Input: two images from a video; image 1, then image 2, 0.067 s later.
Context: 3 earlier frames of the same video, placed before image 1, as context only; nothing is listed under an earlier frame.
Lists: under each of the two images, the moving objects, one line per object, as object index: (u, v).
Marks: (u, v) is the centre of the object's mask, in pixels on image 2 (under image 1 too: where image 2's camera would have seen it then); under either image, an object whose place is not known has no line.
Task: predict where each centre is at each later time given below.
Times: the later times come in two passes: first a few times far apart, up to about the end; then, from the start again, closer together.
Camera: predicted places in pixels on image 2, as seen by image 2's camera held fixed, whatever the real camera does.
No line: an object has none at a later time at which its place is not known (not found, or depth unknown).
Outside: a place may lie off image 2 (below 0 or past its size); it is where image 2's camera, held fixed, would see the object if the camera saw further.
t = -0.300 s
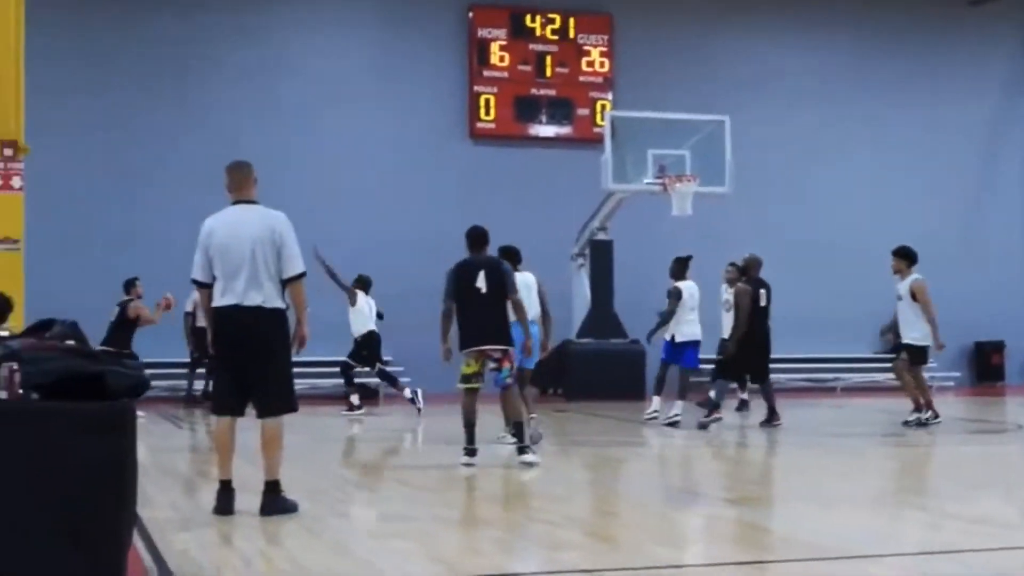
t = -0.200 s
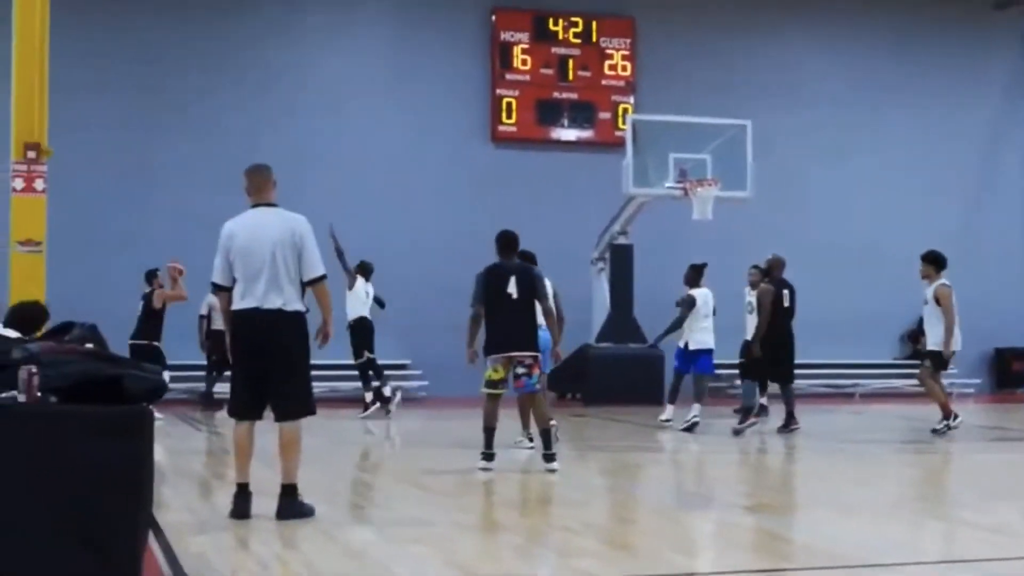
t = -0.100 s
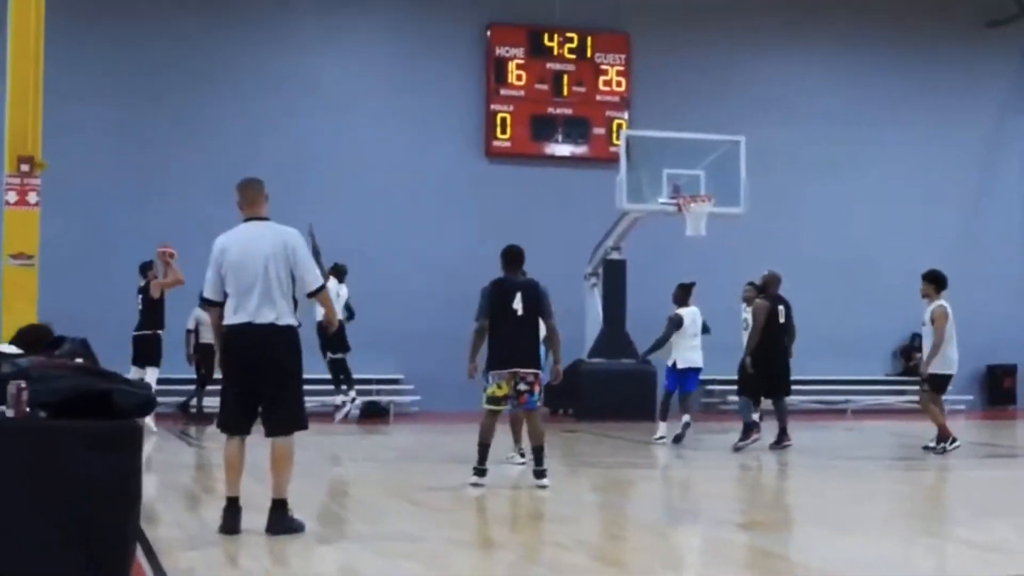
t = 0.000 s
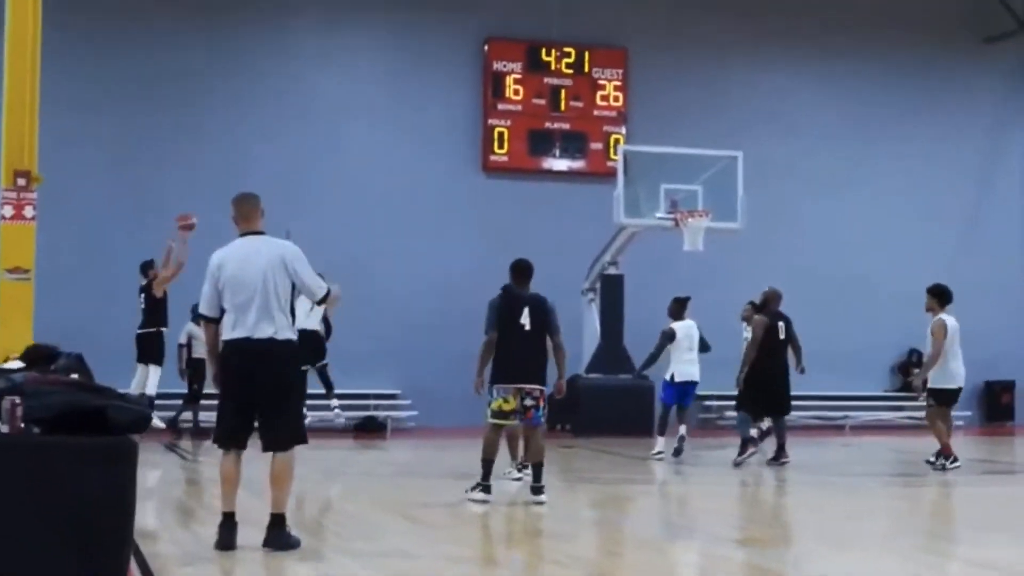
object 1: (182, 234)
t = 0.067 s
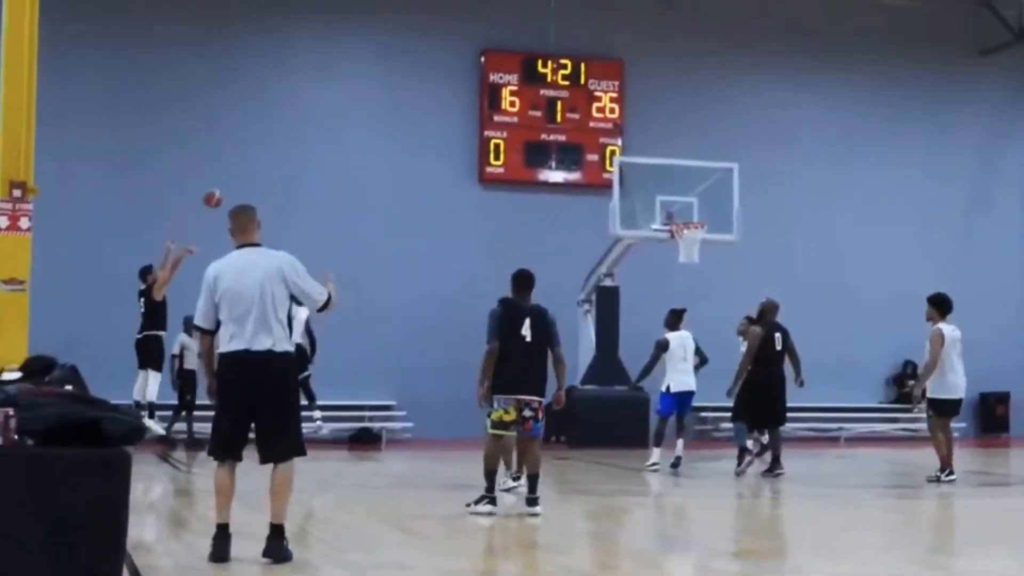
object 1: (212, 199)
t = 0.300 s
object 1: (314, 111)
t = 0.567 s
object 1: (422, 63)
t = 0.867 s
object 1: (534, 75)
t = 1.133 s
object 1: (630, 140)
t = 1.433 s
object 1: (685, 233)
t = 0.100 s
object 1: (227, 183)
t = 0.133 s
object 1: (242, 169)
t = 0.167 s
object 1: (256, 158)
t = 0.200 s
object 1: (272, 145)
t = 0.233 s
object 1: (286, 133)
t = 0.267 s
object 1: (300, 121)
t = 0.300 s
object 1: (314, 111)
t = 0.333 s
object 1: (328, 103)
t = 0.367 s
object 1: (341, 94)
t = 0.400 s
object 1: (355, 87)
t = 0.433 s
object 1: (369, 80)
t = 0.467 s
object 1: (383, 75)
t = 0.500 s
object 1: (396, 70)
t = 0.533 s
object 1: (409, 66)
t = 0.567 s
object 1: (422, 63)
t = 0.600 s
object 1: (435, 61)
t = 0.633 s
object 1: (447, 60)
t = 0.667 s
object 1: (460, 60)
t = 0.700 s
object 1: (473, 61)
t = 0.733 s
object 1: (485, 60)
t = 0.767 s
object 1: (497, 63)
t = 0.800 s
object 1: (510, 65)
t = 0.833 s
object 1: (523, 71)
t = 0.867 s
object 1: (534, 75)
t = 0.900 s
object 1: (548, 78)
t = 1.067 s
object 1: (606, 120)
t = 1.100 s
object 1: (619, 128)
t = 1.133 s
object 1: (630, 140)
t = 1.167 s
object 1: (642, 152)
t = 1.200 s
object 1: (655, 167)
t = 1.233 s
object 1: (665, 177)
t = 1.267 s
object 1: (677, 192)
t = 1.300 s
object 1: (689, 206)
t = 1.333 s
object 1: (699, 222)
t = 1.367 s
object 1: (693, 226)
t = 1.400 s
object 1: (686, 231)
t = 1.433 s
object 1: (685, 233)
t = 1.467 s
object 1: (692, 236)
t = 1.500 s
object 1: (700, 238)
